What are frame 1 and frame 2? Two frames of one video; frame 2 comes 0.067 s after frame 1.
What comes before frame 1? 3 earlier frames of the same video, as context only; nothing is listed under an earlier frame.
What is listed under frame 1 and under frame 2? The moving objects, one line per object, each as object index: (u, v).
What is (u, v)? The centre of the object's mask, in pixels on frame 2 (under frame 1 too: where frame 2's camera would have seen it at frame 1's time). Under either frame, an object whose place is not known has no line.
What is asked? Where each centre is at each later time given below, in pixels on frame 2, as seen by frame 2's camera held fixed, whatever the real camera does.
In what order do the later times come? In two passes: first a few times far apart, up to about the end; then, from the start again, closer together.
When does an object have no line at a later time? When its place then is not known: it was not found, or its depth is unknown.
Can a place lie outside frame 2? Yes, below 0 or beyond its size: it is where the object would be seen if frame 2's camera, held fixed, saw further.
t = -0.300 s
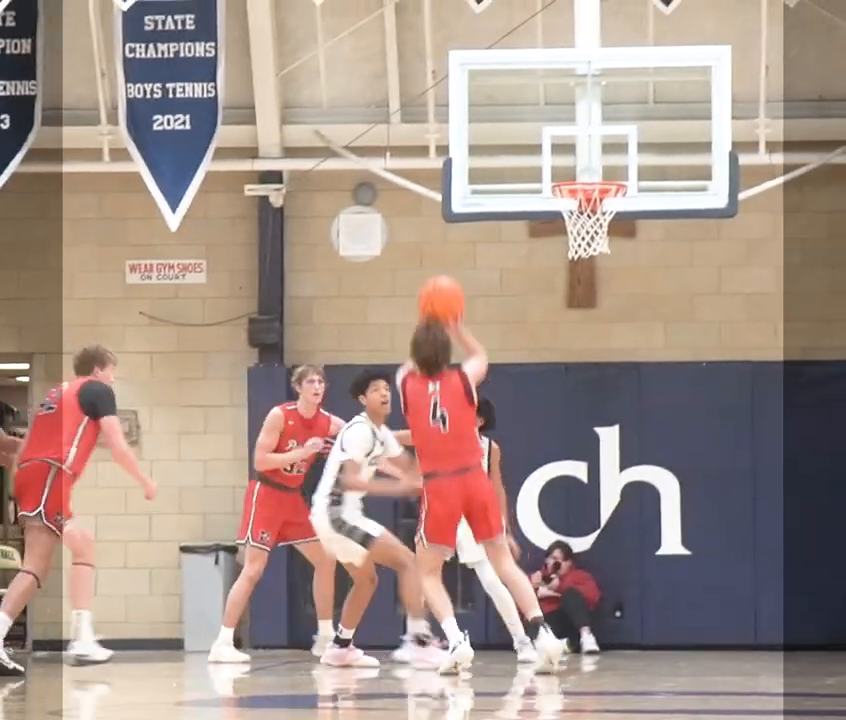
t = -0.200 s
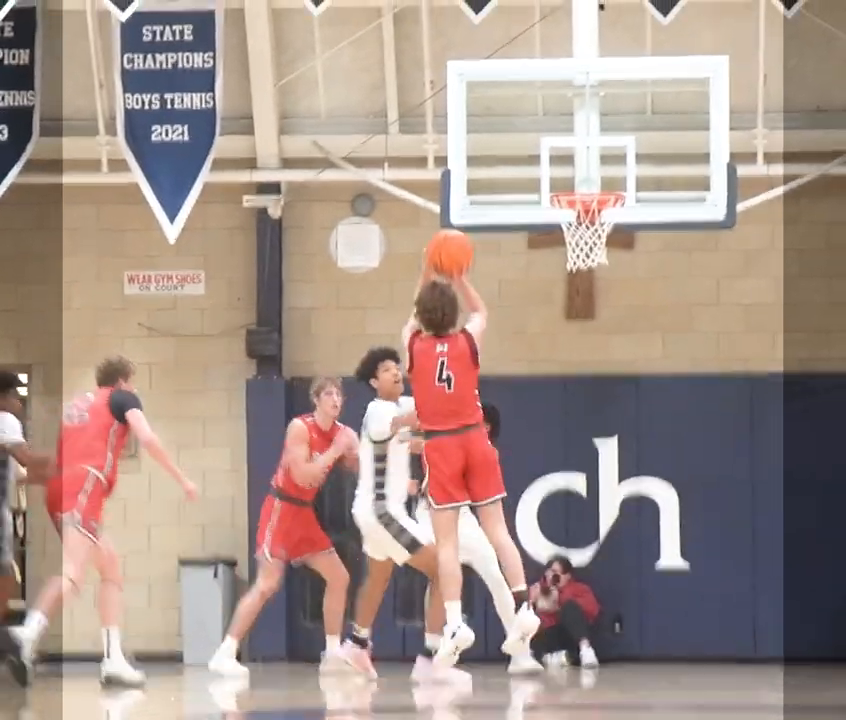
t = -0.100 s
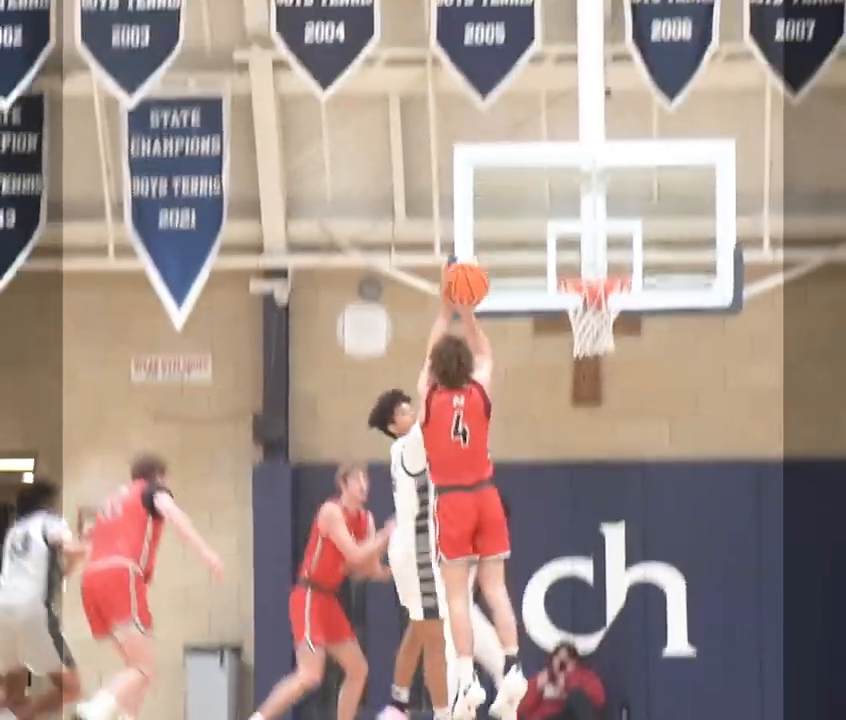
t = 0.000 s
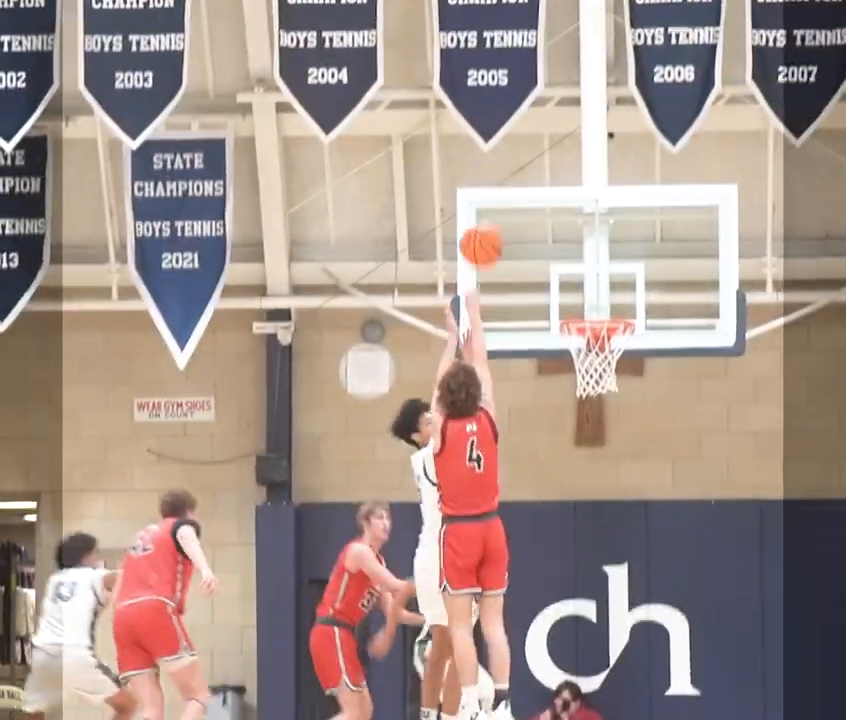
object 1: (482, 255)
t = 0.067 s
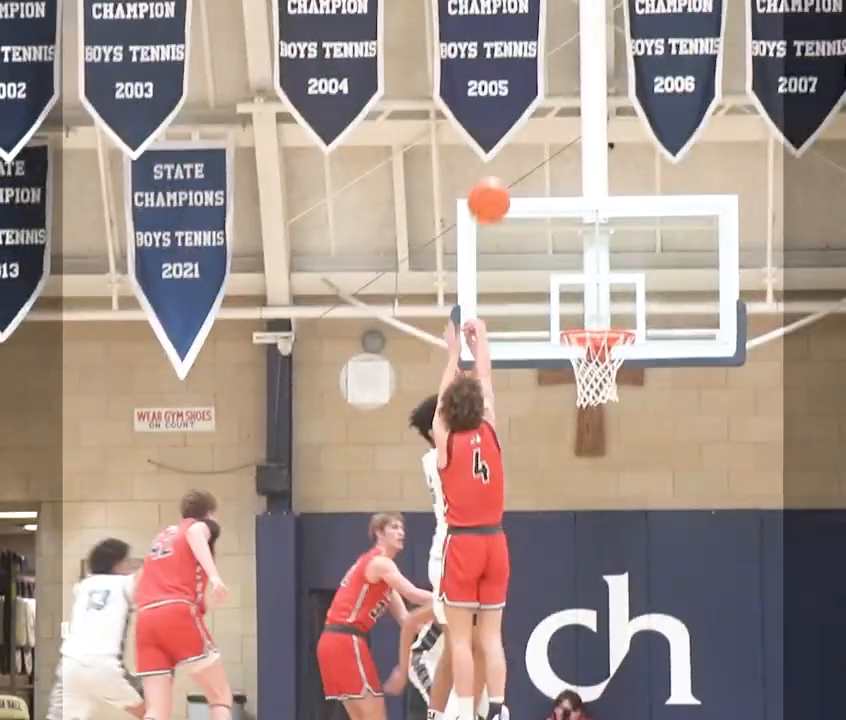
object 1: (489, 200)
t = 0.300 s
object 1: (514, 86)
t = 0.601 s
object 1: (543, 81)
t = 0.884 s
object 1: (569, 202)
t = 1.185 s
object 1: (573, 257)
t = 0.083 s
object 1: (491, 188)
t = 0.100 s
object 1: (492, 178)
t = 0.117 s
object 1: (494, 168)
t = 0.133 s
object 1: (496, 157)
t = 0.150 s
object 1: (498, 147)
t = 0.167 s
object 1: (499, 138)
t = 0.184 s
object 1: (501, 129)
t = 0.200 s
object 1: (502, 122)
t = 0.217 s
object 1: (504, 115)
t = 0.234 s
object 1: (506, 108)
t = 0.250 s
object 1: (508, 102)
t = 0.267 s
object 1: (510, 96)
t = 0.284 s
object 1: (512, 90)
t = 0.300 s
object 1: (514, 86)
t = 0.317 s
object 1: (515, 82)
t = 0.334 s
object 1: (516, 78)
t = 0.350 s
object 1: (518, 75)
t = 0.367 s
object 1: (520, 73)
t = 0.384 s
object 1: (522, 70)
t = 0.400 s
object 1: (523, 69)
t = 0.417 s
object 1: (525, 68)
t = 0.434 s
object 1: (527, 66)
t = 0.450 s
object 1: (529, 66)
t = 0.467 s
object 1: (530, 66)
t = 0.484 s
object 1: (532, 66)
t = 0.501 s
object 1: (533, 66)
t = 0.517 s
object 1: (534, 68)
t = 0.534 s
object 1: (536, 69)
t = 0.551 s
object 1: (538, 72)
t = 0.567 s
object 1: (540, 74)
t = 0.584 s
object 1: (542, 78)
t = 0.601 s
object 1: (543, 81)
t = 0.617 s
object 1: (545, 85)
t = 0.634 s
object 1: (546, 90)
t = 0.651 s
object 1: (547, 95)
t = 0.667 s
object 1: (548, 100)
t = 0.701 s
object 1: (551, 112)
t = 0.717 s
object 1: (553, 119)
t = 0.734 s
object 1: (555, 125)
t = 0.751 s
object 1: (558, 132)
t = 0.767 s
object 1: (559, 140)
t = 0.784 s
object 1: (560, 148)
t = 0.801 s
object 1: (562, 156)
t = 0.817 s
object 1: (563, 164)
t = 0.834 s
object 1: (564, 173)
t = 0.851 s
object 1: (565, 180)
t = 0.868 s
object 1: (567, 192)
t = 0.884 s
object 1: (569, 202)
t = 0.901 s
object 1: (571, 215)
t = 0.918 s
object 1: (572, 225)
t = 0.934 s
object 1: (573, 236)
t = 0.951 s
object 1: (575, 246)
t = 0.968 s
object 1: (576, 257)
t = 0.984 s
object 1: (577, 272)
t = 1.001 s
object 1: (578, 285)
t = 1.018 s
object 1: (580, 298)
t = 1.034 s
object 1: (580, 311)
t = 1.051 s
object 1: (581, 314)
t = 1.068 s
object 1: (580, 305)
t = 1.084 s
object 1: (579, 298)
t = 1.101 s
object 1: (578, 290)
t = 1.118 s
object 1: (577, 283)
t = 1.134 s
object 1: (575, 278)
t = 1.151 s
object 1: (575, 270)
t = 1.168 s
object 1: (574, 264)
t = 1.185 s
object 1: (573, 257)
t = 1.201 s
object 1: (572, 254)
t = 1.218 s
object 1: (571, 249)
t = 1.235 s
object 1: (570, 246)
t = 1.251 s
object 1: (570, 242)
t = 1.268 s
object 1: (569, 238)
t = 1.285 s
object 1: (567, 235)
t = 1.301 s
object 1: (566, 234)
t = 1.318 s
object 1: (565, 232)
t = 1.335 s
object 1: (565, 231)
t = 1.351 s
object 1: (564, 229)
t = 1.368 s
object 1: (562, 228)
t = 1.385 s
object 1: (561, 228)
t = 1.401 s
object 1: (560, 228)
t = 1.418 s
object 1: (559, 228)
